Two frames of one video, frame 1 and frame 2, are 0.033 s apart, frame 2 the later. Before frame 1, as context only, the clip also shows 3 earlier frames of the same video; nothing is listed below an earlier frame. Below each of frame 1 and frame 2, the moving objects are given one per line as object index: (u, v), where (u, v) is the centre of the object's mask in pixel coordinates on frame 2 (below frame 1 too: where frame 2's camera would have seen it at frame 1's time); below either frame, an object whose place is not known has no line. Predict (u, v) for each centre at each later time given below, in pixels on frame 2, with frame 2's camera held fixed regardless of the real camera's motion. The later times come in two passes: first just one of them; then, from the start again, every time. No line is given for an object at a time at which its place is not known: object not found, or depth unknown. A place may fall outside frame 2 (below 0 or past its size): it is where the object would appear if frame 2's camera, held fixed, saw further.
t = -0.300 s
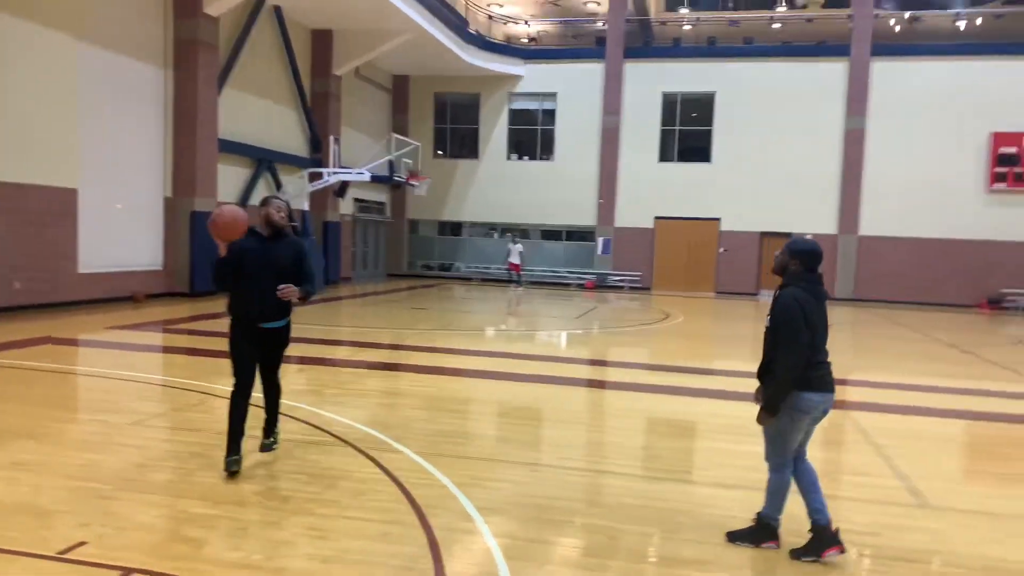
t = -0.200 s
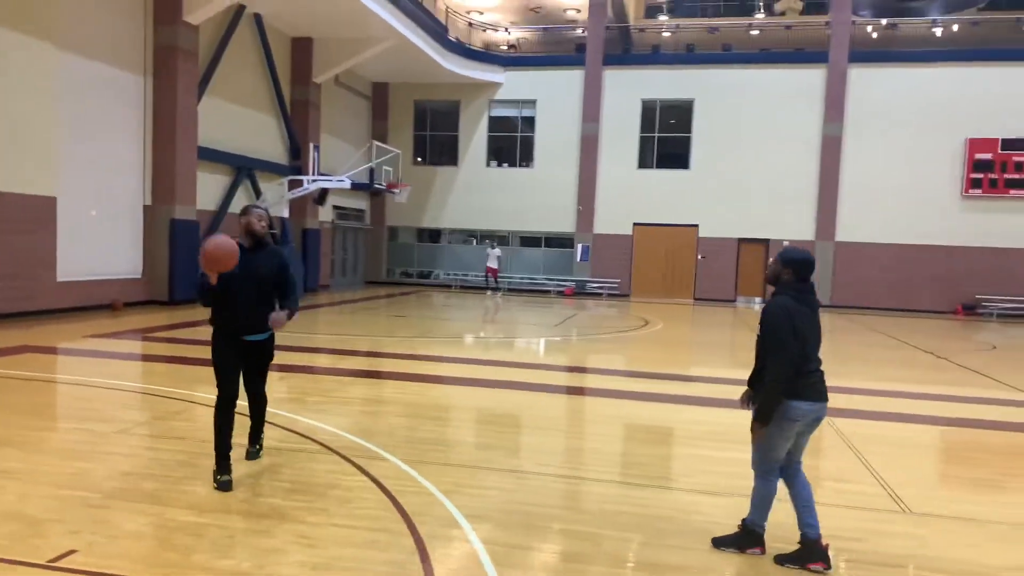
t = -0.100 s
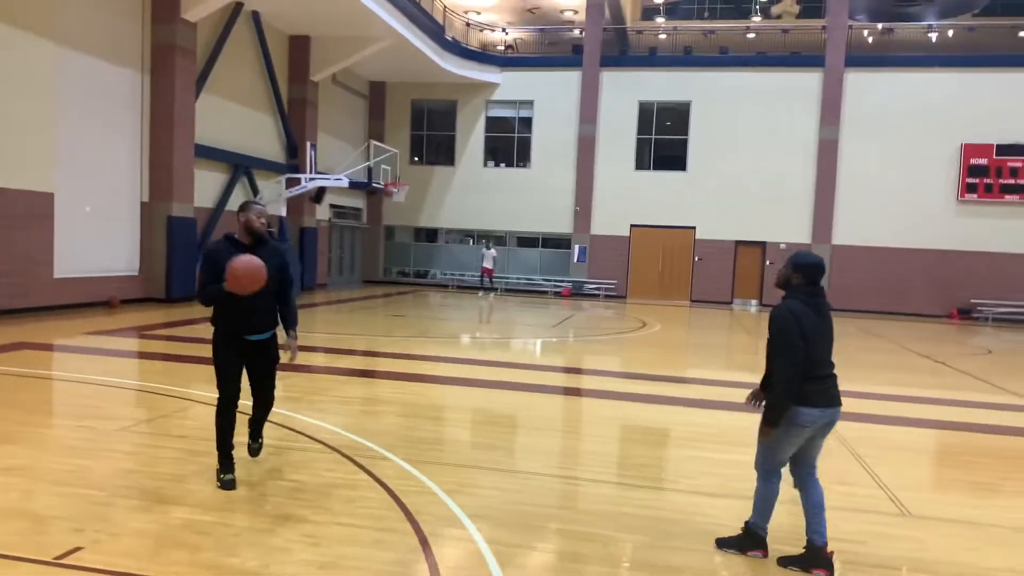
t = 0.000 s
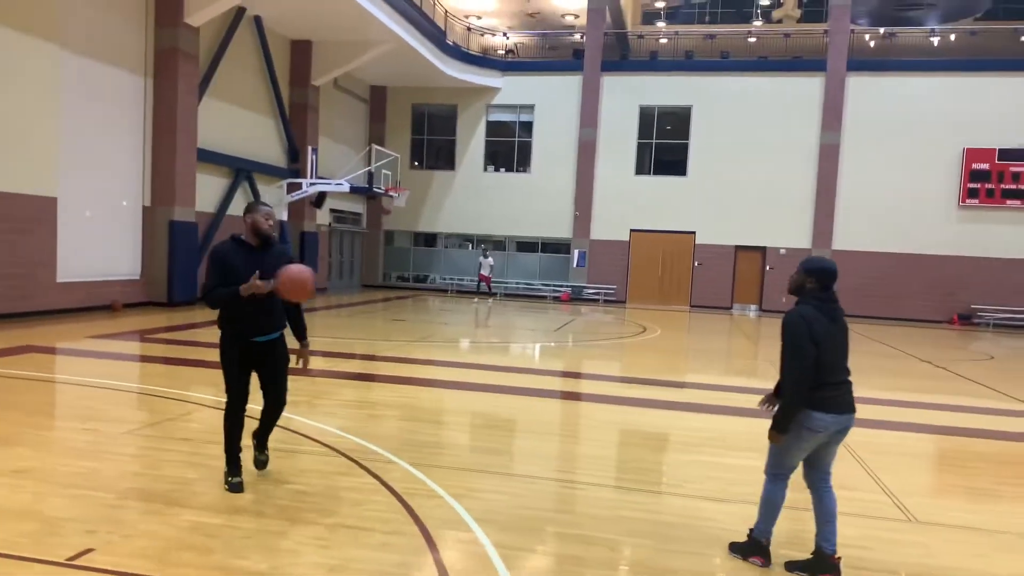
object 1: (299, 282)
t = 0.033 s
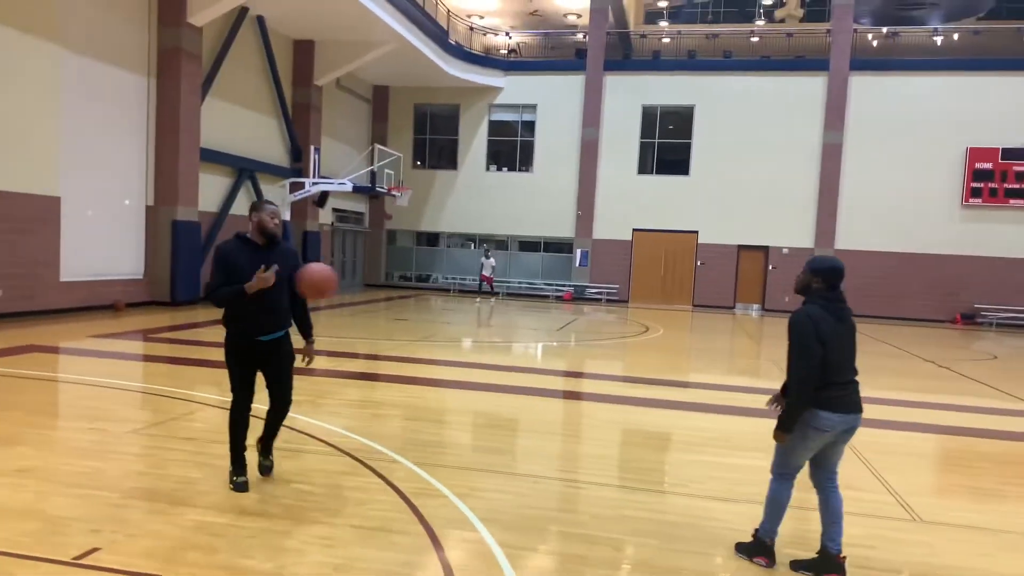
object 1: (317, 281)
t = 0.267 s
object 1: (443, 327)
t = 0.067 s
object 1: (334, 282)
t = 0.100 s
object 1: (353, 285)
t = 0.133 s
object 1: (370, 289)
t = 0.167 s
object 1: (389, 295)
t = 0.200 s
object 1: (407, 303)
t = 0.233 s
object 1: (425, 314)
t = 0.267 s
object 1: (443, 327)
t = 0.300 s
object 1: (461, 340)
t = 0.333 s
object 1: (476, 354)
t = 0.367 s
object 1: (494, 372)
